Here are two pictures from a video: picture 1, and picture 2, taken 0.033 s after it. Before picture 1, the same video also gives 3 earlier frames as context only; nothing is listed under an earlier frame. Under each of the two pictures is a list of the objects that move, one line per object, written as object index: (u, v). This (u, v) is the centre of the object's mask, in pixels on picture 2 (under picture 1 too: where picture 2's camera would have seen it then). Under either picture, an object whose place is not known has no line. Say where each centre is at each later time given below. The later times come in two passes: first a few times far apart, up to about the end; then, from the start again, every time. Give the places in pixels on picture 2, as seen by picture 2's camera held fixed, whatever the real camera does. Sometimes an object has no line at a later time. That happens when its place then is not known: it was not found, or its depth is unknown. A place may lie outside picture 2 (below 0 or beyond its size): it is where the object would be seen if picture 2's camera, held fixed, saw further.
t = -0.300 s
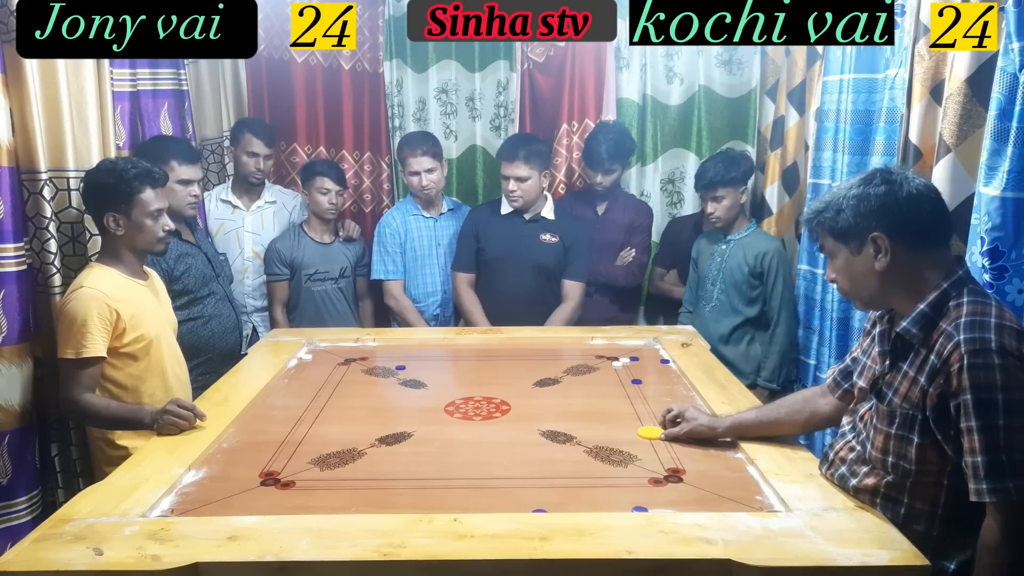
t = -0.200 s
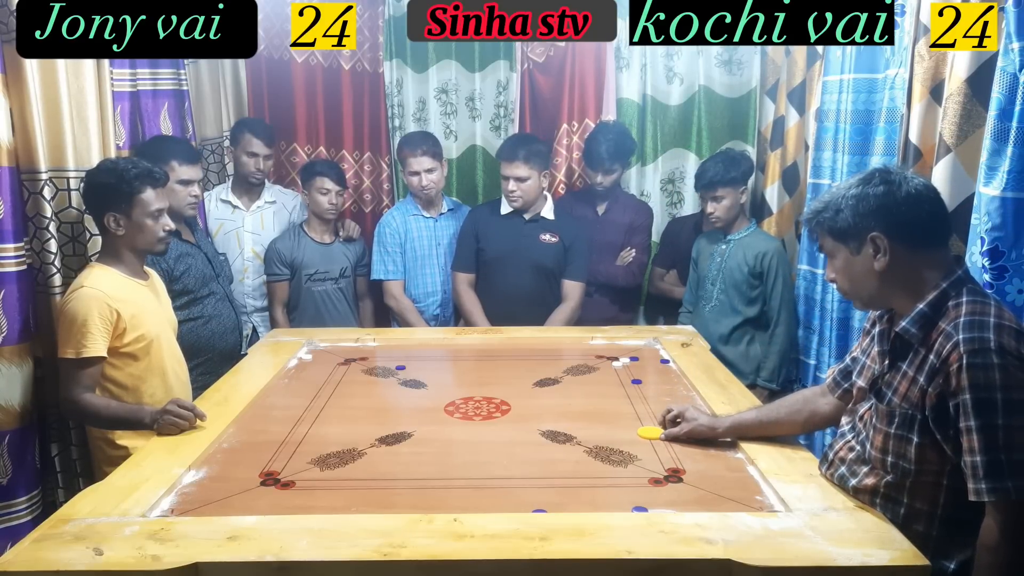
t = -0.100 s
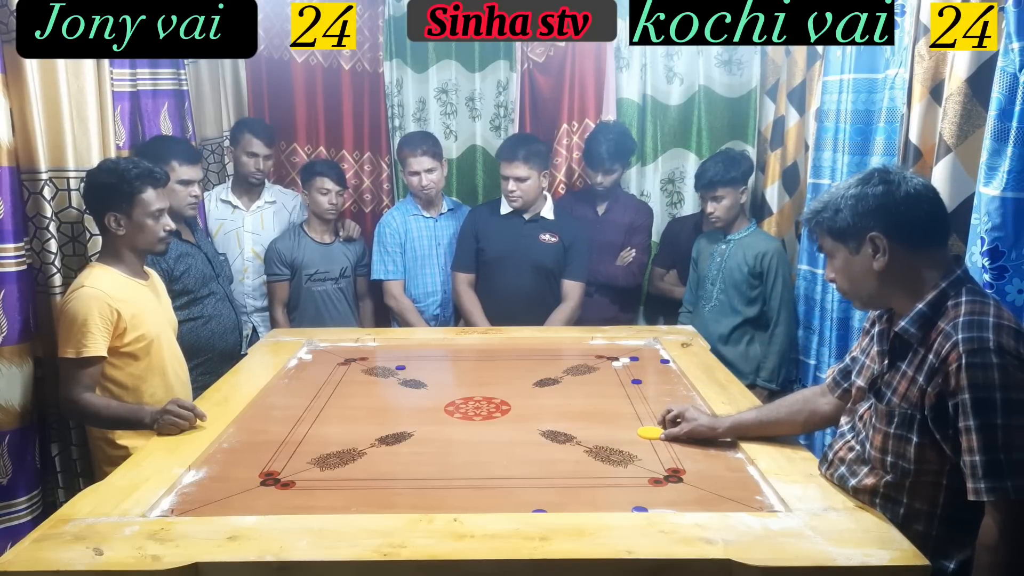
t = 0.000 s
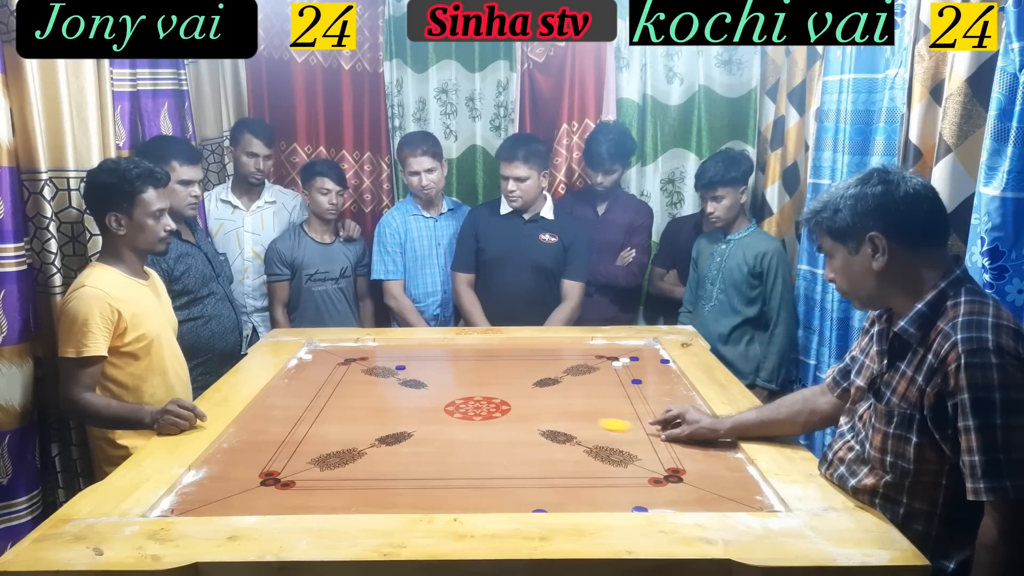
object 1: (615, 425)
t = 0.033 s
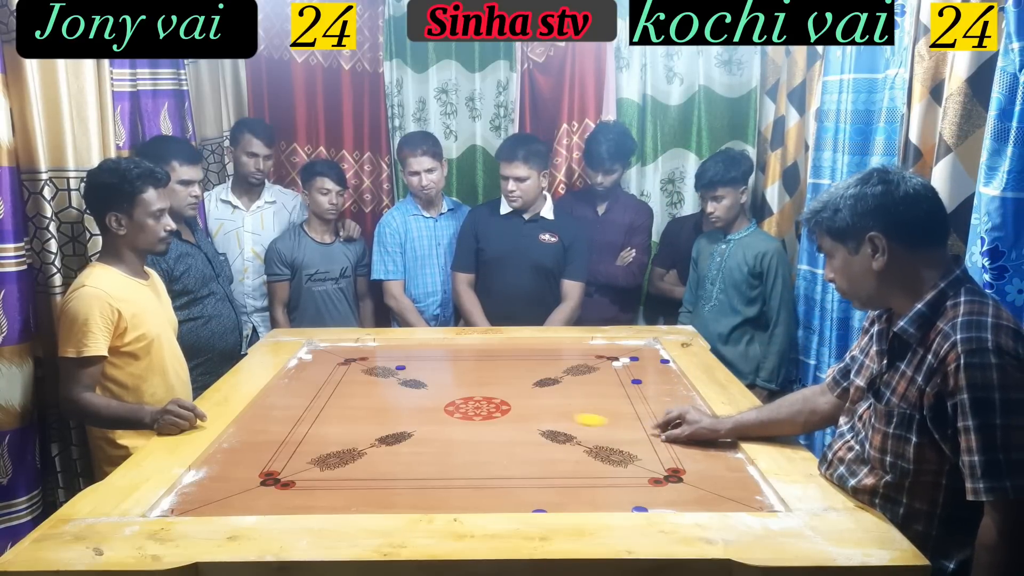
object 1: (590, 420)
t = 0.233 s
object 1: (468, 395)
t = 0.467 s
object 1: (362, 372)
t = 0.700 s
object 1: (305, 359)
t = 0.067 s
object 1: (567, 415)
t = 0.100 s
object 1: (545, 411)
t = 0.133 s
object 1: (525, 406)
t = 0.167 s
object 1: (504, 402)
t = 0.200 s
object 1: (485, 398)
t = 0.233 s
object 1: (468, 395)
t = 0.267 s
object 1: (450, 391)
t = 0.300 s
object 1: (434, 387)
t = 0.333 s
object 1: (418, 384)
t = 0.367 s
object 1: (404, 381)
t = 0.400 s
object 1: (389, 378)
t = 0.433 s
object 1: (375, 375)
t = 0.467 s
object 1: (362, 372)
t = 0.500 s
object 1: (349, 370)
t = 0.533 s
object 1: (336, 367)
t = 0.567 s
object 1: (325, 365)
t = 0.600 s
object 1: (313, 362)
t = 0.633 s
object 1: (304, 361)
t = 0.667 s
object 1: (304, 360)
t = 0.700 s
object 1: (305, 359)
